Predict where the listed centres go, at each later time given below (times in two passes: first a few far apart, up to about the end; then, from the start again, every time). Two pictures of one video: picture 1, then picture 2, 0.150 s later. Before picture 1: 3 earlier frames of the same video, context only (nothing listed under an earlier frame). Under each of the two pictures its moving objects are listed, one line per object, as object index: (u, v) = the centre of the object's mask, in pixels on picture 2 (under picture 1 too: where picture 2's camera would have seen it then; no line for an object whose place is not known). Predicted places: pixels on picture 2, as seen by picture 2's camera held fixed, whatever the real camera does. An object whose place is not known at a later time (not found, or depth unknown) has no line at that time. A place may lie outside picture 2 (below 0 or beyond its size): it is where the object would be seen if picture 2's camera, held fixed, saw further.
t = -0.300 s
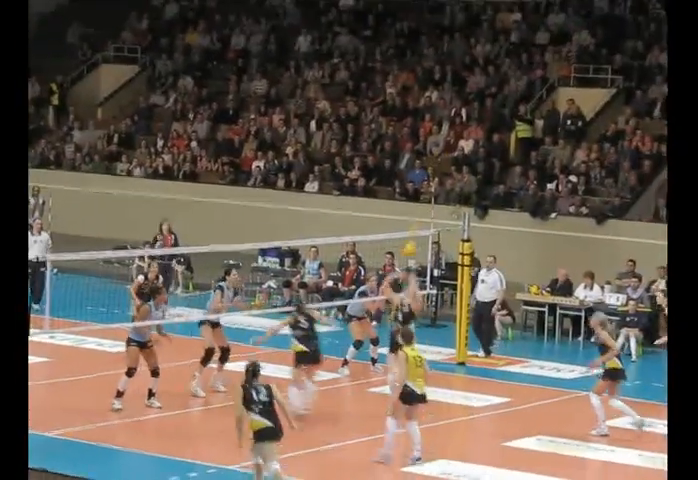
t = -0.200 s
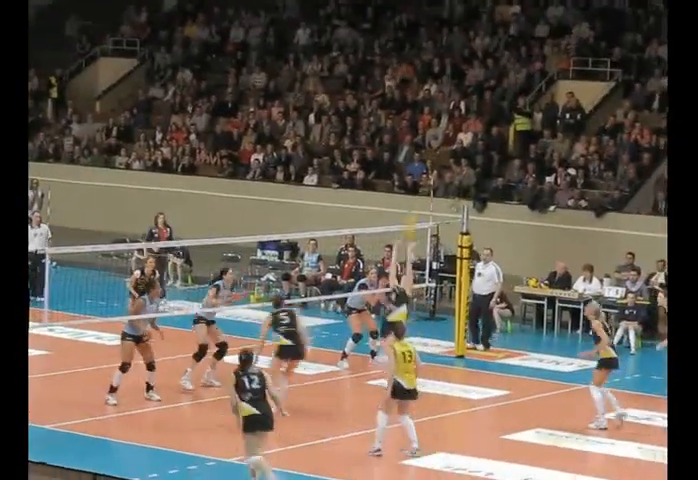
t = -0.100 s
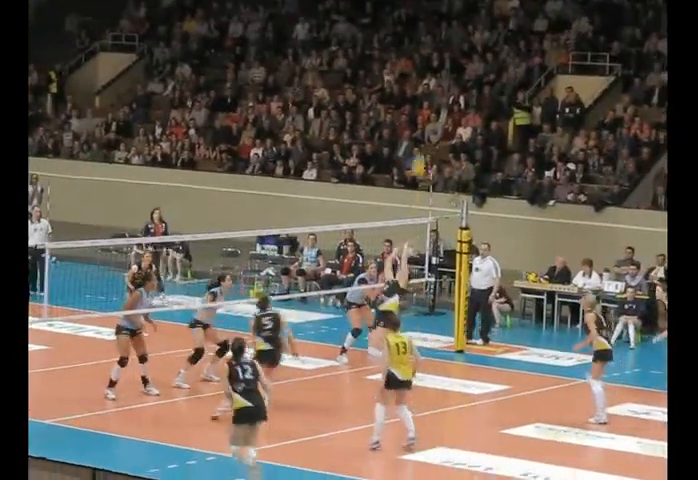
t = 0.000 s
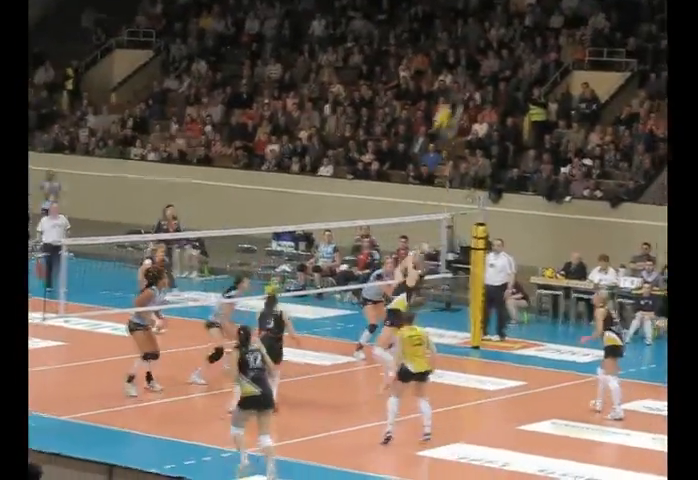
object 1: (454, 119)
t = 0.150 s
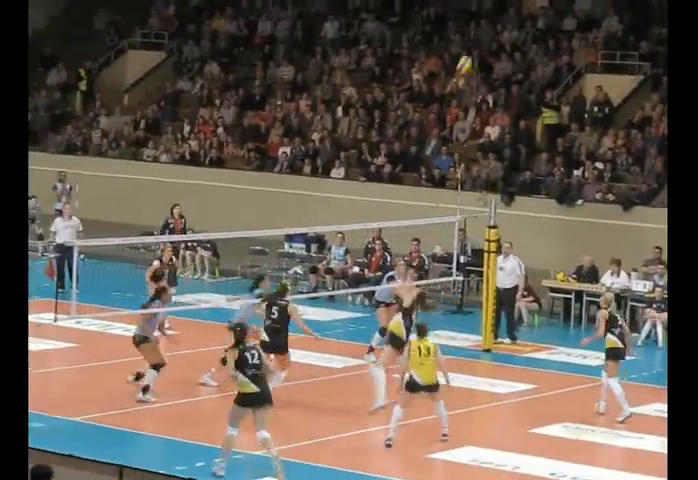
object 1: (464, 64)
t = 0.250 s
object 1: (470, 40)
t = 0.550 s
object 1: (481, 3)
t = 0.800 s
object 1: (488, 19)
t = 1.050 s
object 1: (494, 76)
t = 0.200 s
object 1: (468, 52)
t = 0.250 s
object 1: (470, 40)
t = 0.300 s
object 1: (473, 29)
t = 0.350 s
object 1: (474, 20)
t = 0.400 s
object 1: (477, 13)
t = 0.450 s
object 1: (477, 8)
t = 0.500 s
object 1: (479, 5)
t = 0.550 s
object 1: (481, 3)
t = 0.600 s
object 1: (482, 3)
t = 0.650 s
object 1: (484, 5)
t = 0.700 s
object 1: (485, 8)
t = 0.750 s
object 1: (487, 13)
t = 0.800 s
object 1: (488, 19)
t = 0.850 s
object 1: (490, 28)
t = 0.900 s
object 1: (491, 37)
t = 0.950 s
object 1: (492, 49)
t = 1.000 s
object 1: (493, 62)
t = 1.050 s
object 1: (494, 76)
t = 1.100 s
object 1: (494, 92)
